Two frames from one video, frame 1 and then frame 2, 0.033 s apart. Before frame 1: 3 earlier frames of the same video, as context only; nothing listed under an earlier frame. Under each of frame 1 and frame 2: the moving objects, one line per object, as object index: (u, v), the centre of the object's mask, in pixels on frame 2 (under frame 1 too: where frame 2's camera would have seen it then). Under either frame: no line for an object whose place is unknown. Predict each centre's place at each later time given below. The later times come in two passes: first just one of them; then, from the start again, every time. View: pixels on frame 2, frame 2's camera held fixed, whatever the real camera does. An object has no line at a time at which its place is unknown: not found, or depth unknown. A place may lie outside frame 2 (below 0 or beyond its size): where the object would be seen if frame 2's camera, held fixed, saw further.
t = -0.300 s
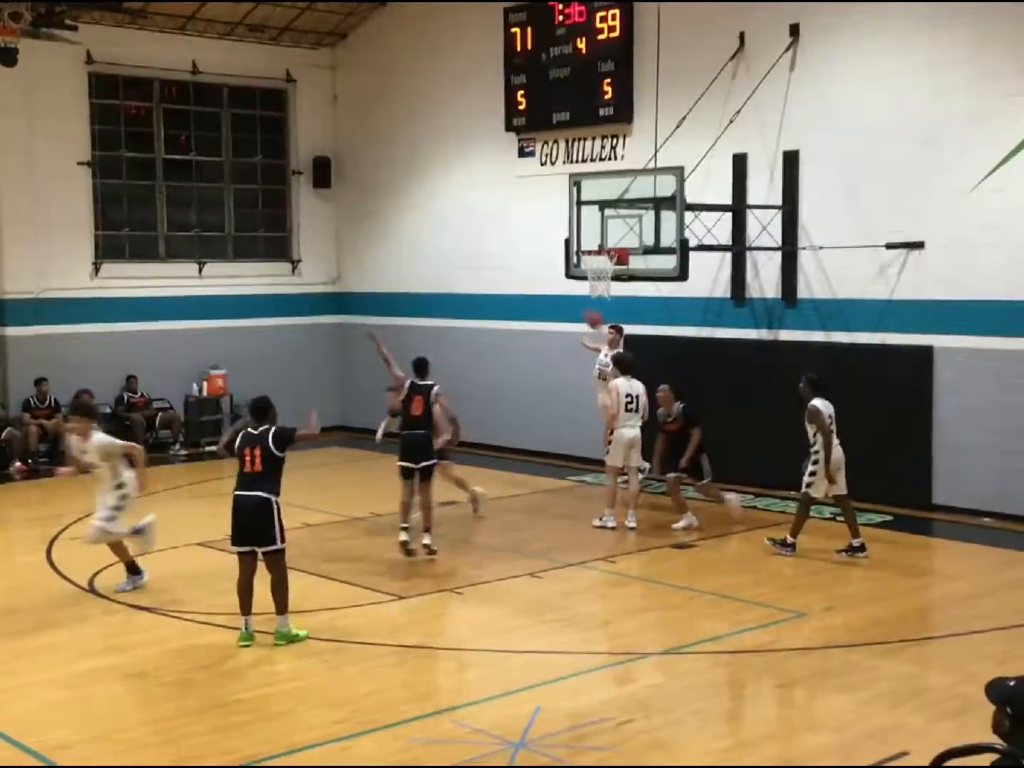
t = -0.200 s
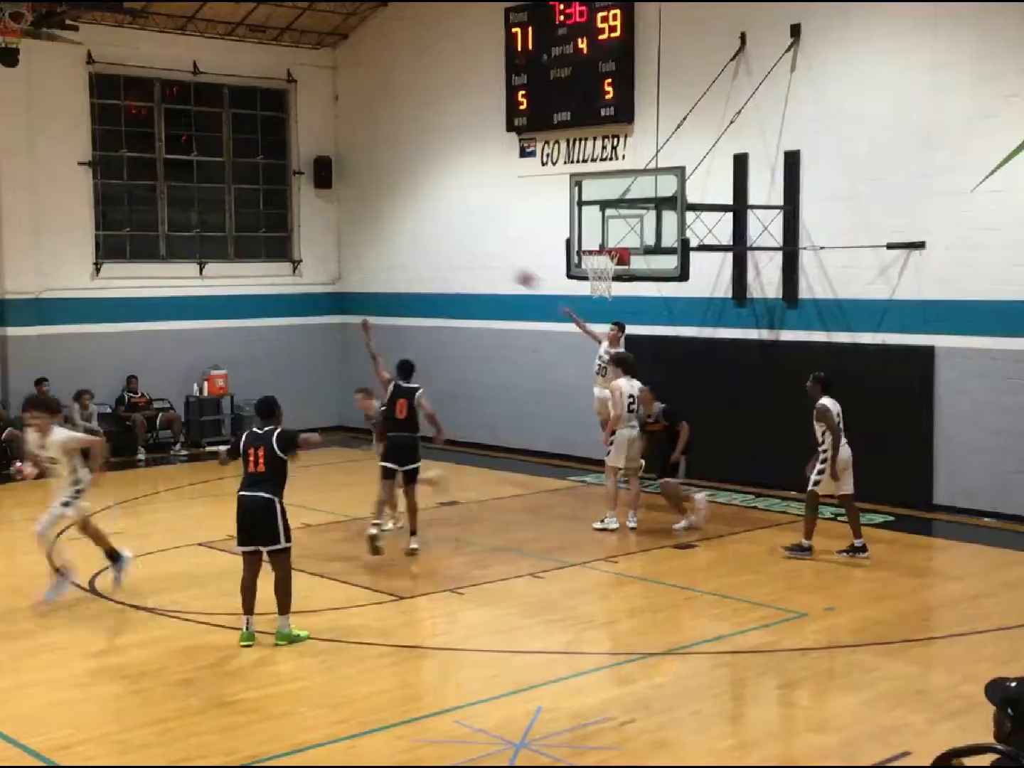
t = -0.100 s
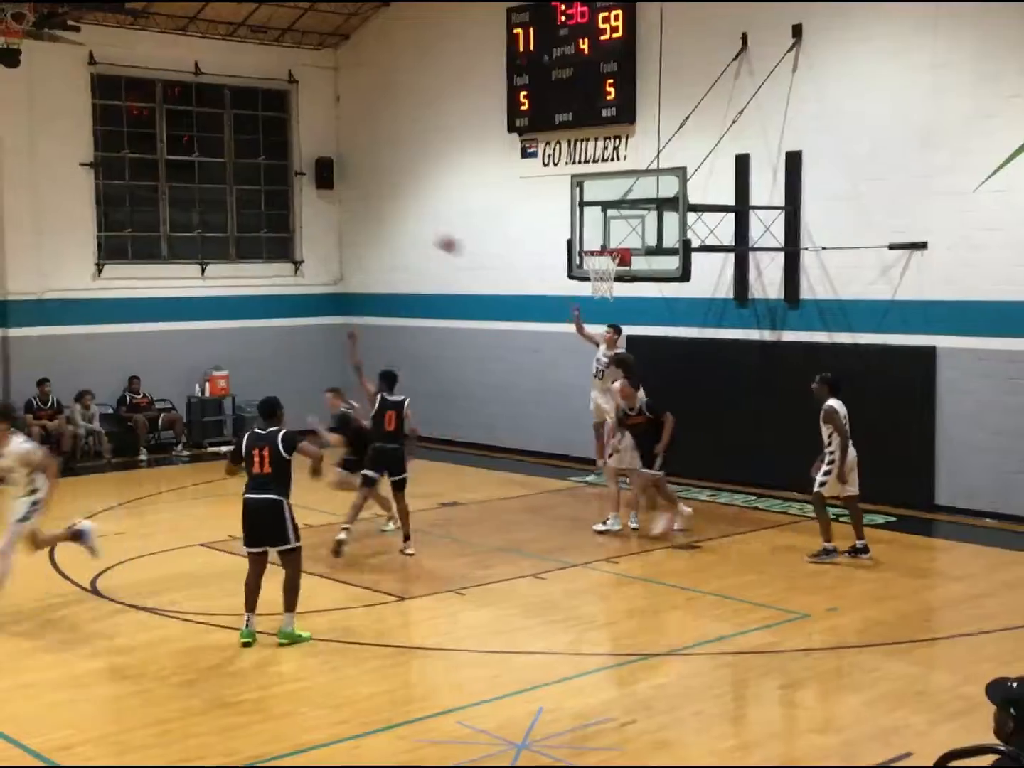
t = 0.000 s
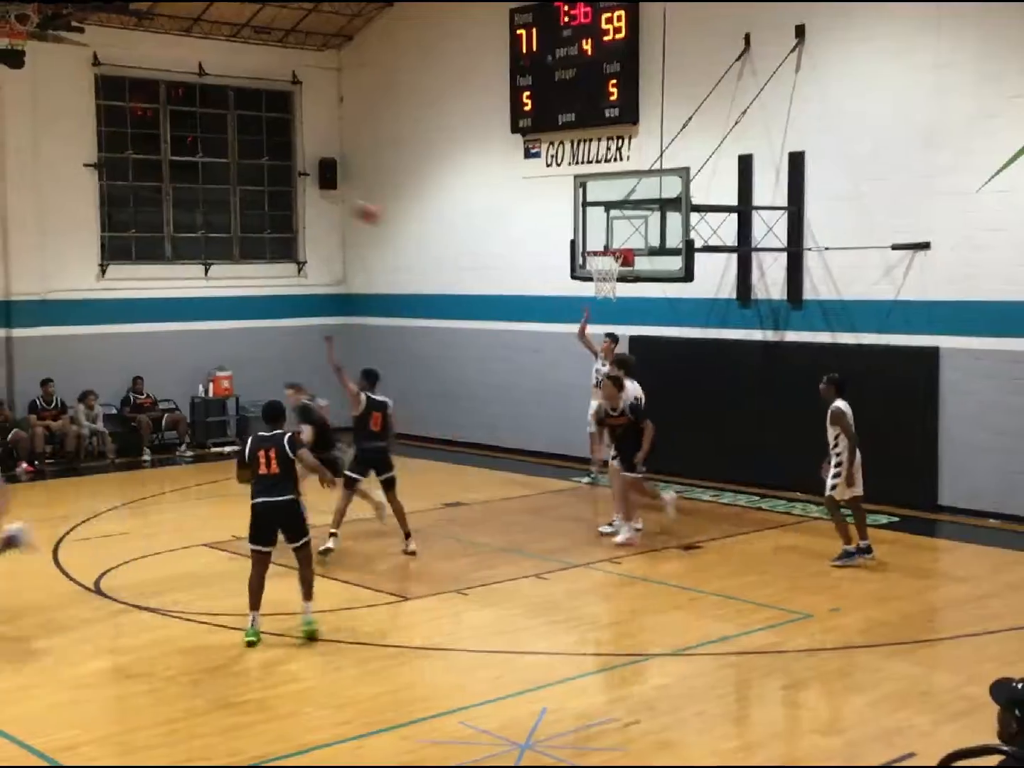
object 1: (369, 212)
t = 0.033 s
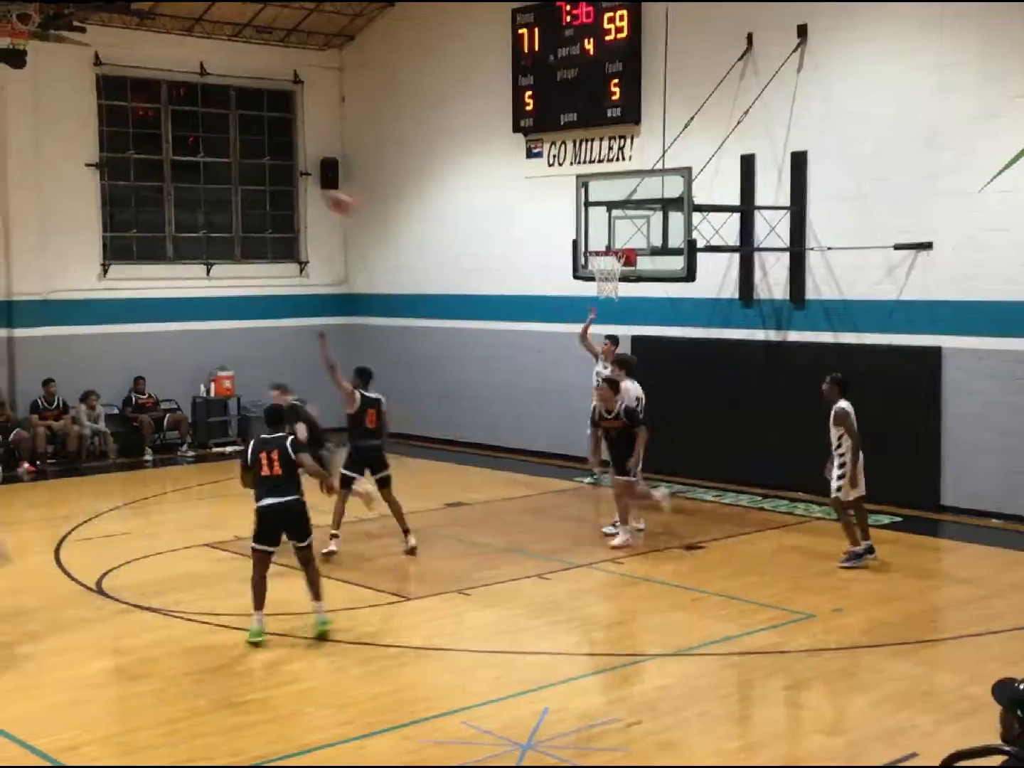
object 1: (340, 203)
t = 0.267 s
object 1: (115, 152)
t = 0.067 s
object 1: (309, 193)
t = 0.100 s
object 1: (278, 185)
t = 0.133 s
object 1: (245, 178)
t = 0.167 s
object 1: (211, 171)
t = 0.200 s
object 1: (181, 164)
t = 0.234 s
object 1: (149, 158)
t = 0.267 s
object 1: (115, 152)
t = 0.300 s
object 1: (75, 148)
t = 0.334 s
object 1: (39, 145)
